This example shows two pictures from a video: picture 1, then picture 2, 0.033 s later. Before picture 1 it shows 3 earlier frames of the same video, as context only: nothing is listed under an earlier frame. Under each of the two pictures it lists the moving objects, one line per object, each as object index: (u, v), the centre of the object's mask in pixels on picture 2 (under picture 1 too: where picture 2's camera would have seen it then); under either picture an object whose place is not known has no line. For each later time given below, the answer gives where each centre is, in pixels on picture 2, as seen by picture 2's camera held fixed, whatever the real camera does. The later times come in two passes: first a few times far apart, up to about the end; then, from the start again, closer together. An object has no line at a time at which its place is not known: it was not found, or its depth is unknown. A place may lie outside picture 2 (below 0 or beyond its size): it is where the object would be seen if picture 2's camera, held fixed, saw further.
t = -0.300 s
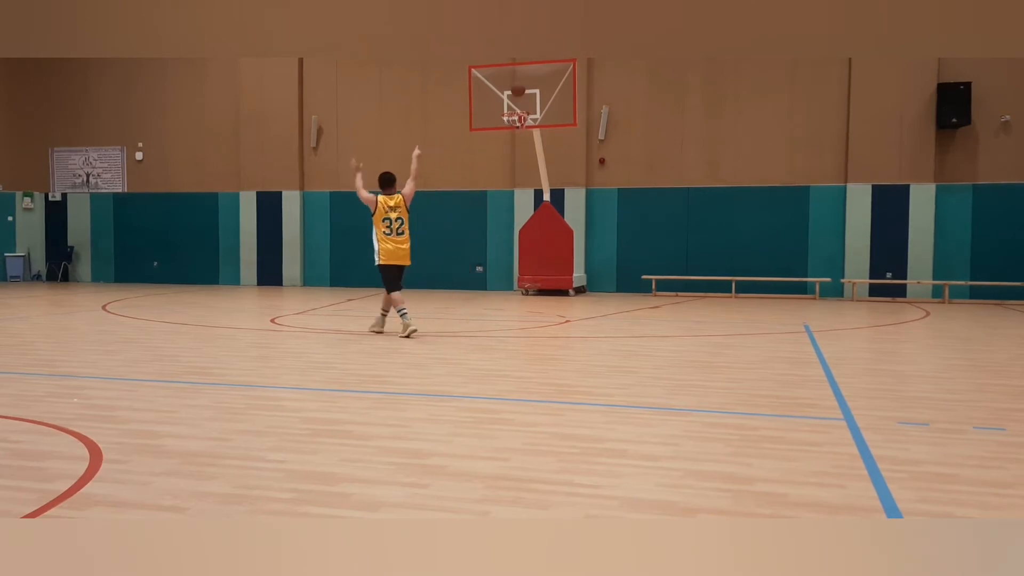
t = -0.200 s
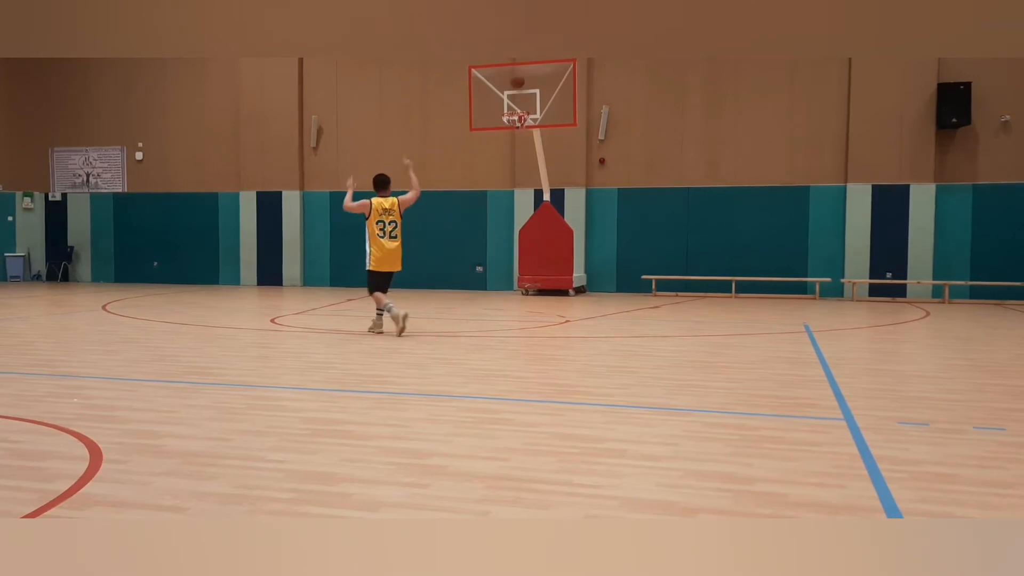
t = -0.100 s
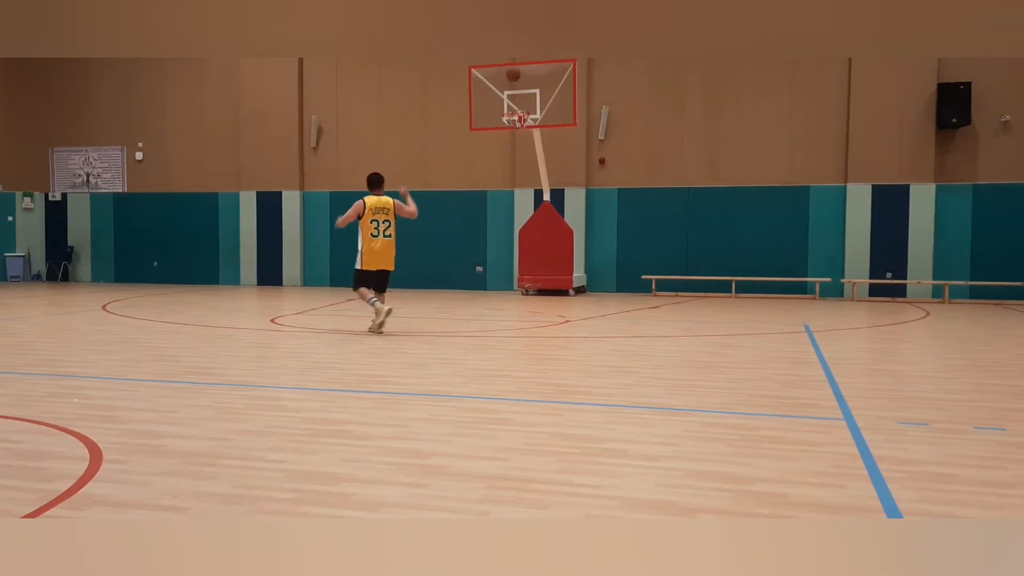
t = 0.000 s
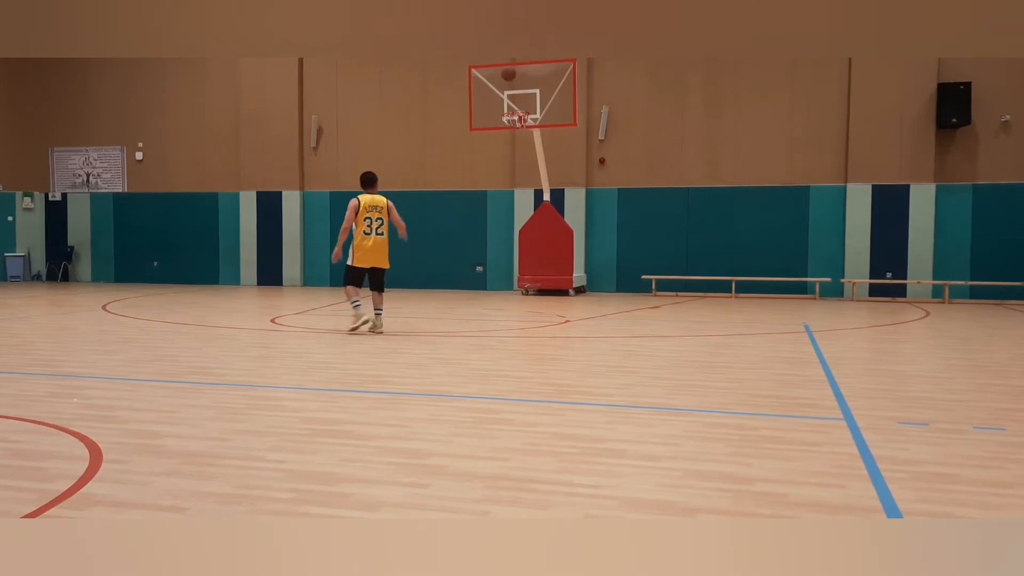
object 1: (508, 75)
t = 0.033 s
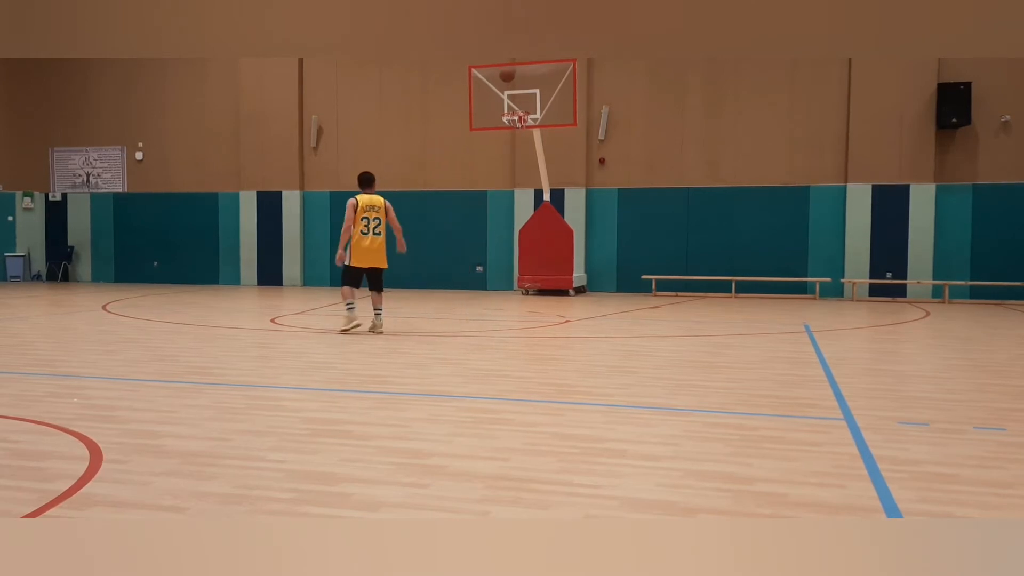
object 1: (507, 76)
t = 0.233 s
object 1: (497, 97)
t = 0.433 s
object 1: (487, 146)
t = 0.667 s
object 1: (476, 235)
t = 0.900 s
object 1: (467, 255)
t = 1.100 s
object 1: (465, 193)
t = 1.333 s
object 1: (461, 150)
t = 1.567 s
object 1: (457, 143)
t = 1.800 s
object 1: (453, 173)
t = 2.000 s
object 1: (451, 226)
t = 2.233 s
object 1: (446, 282)
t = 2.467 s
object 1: (442, 219)
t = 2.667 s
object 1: (438, 193)
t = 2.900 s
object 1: (434, 194)
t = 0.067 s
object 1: (505, 78)
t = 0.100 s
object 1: (504, 80)
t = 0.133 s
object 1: (502, 84)
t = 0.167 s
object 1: (500, 87)
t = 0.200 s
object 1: (498, 92)
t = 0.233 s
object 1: (497, 97)
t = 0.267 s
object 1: (496, 104)
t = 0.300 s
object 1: (494, 111)
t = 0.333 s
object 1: (492, 119)
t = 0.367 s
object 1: (491, 127)
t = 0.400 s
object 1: (489, 135)
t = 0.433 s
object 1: (487, 146)
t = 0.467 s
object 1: (486, 156)
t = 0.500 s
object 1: (484, 168)
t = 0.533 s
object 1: (482, 181)
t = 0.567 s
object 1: (481, 194)
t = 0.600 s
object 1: (479, 206)
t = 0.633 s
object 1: (477, 220)
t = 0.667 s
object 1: (476, 235)
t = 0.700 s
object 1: (474, 251)
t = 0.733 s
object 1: (472, 267)
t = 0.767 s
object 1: (470, 284)
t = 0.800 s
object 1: (469, 297)
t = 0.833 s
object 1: (468, 282)
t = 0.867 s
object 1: (468, 268)
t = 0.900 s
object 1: (467, 255)
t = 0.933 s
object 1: (467, 243)
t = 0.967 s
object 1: (467, 231)
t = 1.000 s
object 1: (466, 220)
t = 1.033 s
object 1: (465, 209)
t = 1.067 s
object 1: (465, 200)
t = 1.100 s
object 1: (465, 193)
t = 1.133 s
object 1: (464, 184)
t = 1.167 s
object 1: (463, 177)
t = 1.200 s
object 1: (463, 169)
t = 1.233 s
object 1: (462, 163)
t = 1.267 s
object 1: (462, 158)
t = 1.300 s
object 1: (461, 153)
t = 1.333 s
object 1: (461, 150)
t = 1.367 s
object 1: (460, 147)
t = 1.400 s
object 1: (460, 144)
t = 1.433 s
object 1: (459, 143)
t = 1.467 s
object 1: (459, 142)
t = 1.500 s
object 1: (458, 142)
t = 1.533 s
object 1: (458, 142)
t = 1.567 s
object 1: (457, 143)
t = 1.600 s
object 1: (457, 146)
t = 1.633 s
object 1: (456, 148)
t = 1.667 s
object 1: (455, 152)
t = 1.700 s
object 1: (455, 156)
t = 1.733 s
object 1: (454, 161)
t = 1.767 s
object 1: (454, 167)
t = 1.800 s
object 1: (453, 173)
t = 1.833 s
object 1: (453, 180)
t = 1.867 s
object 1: (453, 188)
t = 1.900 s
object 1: (452, 196)
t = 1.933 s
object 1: (452, 205)
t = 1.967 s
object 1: (451, 215)
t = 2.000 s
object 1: (451, 226)
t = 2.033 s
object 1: (450, 237)
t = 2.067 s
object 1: (449, 249)
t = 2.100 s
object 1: (449, 262)
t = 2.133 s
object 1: (448, 275)
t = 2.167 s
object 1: (447, 289)
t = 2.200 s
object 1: (447, 295)
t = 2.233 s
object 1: (446, 282)
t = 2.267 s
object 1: (446, 271)
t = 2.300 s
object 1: (445, 261)
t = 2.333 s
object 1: (444, 251)
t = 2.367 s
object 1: (444, 242)
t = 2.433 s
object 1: (443, 226)
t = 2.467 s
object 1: (442, 219)
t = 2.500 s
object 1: (441, 212)
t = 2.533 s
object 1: (440, 207)
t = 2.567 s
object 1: (440, 202)
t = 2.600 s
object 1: (439, 198)
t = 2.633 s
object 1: (439, 195)
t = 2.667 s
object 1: (438, 193)
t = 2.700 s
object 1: (437, 191)
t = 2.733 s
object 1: (437, 190)
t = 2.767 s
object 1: (436, 190)
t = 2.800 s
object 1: (435, 189)
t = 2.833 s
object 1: (435, 190)
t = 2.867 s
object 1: (434, 192)
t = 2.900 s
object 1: (434, 194)
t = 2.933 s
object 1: (433, 197)
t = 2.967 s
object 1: (432, 200)
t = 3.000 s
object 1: (431, 204)
